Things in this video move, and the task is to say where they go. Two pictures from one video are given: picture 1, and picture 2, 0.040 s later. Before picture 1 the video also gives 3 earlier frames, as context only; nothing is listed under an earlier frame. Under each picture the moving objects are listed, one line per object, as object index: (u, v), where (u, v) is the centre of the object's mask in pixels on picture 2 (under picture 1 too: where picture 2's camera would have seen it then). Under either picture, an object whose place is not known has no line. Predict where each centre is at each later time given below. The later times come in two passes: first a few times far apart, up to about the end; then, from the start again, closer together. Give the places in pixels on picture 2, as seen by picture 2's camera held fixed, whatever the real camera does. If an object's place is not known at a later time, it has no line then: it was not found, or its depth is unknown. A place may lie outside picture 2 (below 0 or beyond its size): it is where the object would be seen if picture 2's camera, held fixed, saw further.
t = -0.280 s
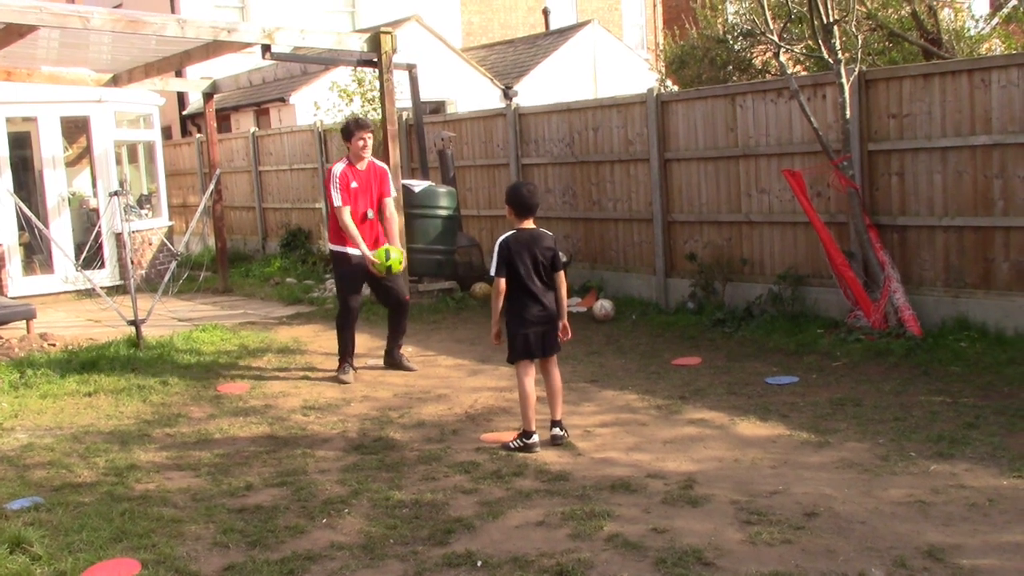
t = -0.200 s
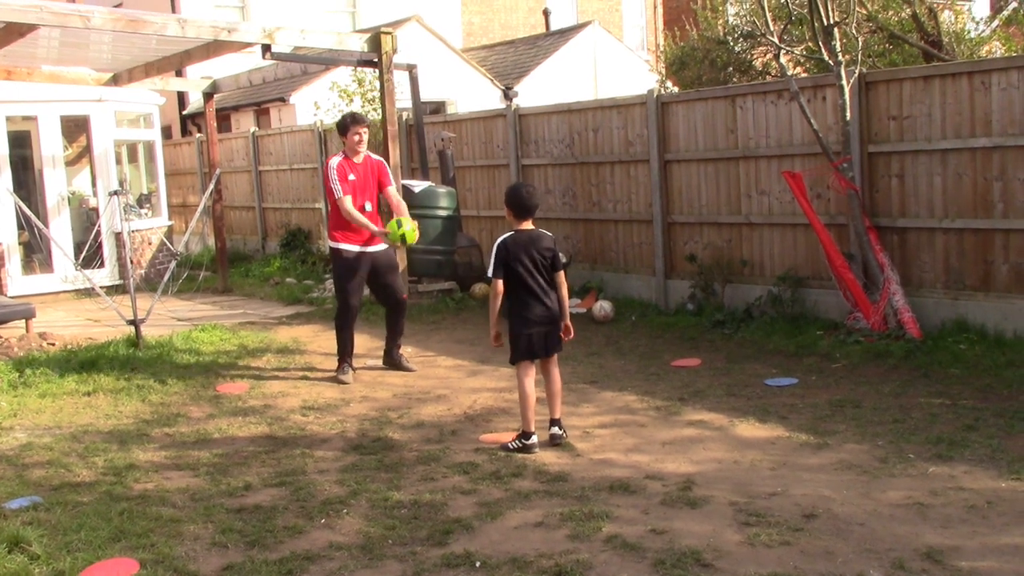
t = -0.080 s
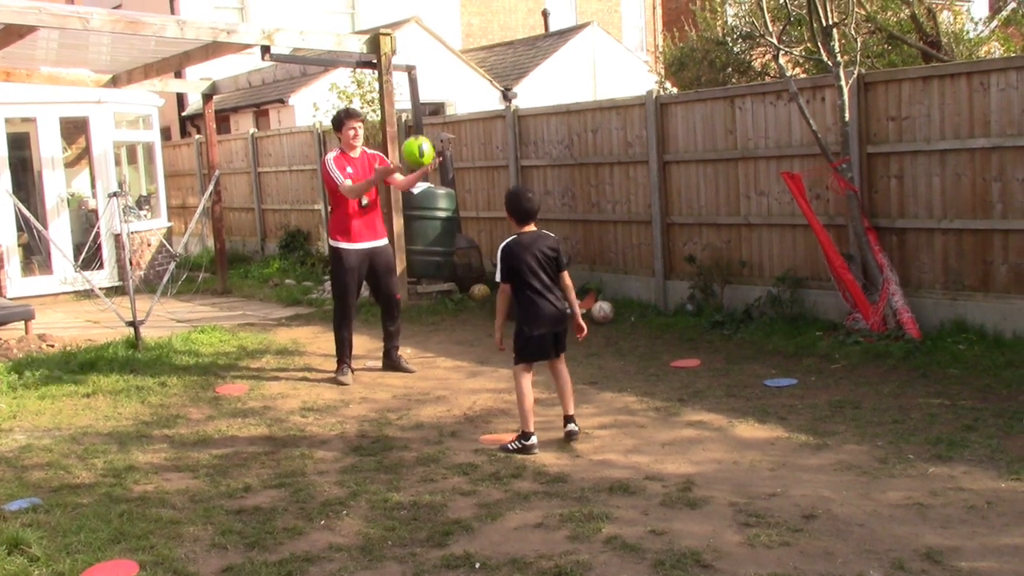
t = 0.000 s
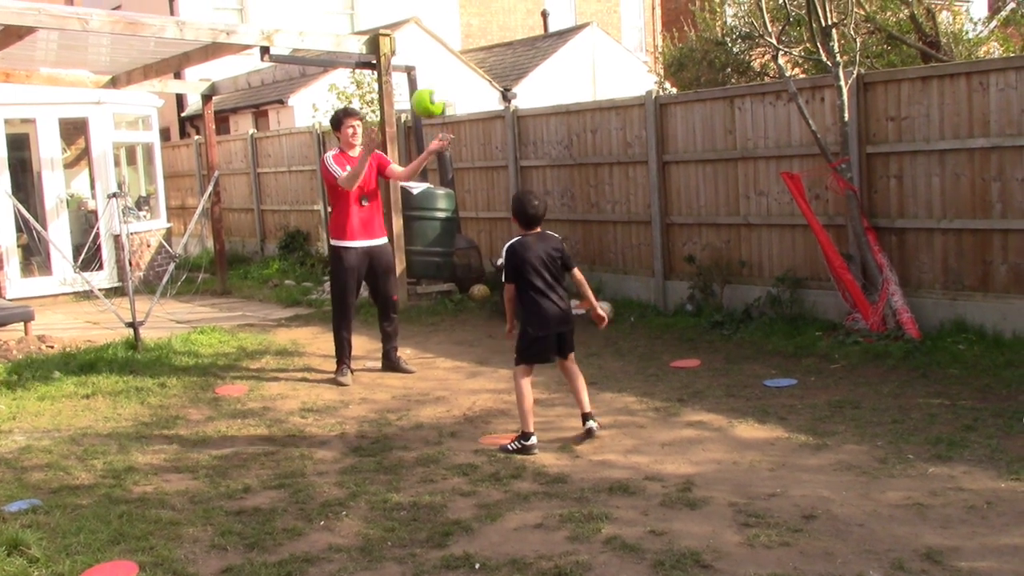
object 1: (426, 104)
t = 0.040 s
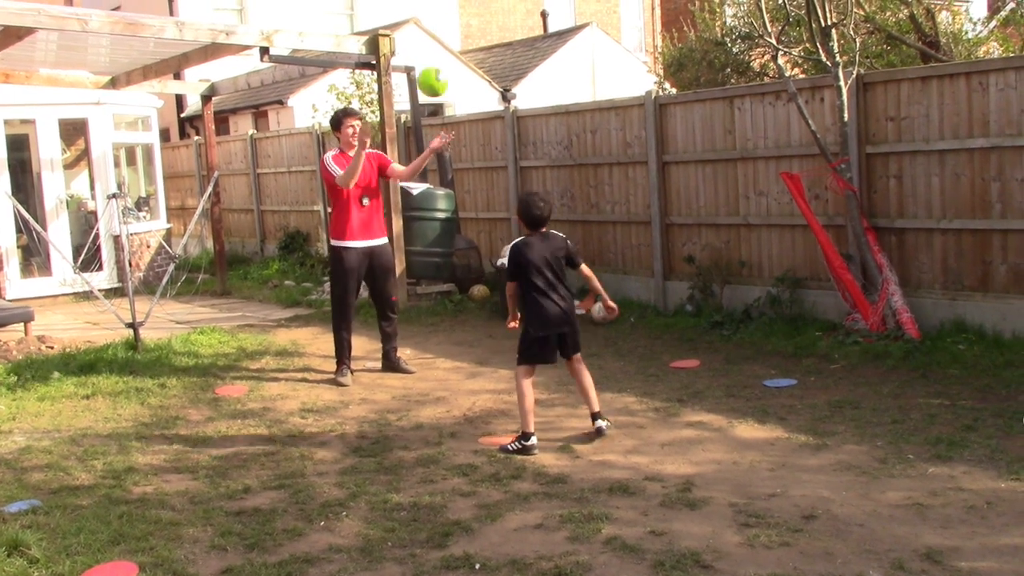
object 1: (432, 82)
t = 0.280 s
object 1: (473, 8)
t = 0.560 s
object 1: (529, 36)
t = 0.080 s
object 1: (438, 63)
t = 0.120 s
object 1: (444, 47)
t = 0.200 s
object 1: (458, 20)
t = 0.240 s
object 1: (465, 12)
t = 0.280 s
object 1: (473, 8)
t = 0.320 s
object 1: (480, 6)
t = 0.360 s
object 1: (487, 6)
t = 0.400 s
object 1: (495, 7)
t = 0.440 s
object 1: (503, 9)
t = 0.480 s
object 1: (511, 13)
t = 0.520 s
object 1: (520, 23)
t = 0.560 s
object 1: (529, 36)
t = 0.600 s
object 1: (537, 51)
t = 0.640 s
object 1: (546, 70)
